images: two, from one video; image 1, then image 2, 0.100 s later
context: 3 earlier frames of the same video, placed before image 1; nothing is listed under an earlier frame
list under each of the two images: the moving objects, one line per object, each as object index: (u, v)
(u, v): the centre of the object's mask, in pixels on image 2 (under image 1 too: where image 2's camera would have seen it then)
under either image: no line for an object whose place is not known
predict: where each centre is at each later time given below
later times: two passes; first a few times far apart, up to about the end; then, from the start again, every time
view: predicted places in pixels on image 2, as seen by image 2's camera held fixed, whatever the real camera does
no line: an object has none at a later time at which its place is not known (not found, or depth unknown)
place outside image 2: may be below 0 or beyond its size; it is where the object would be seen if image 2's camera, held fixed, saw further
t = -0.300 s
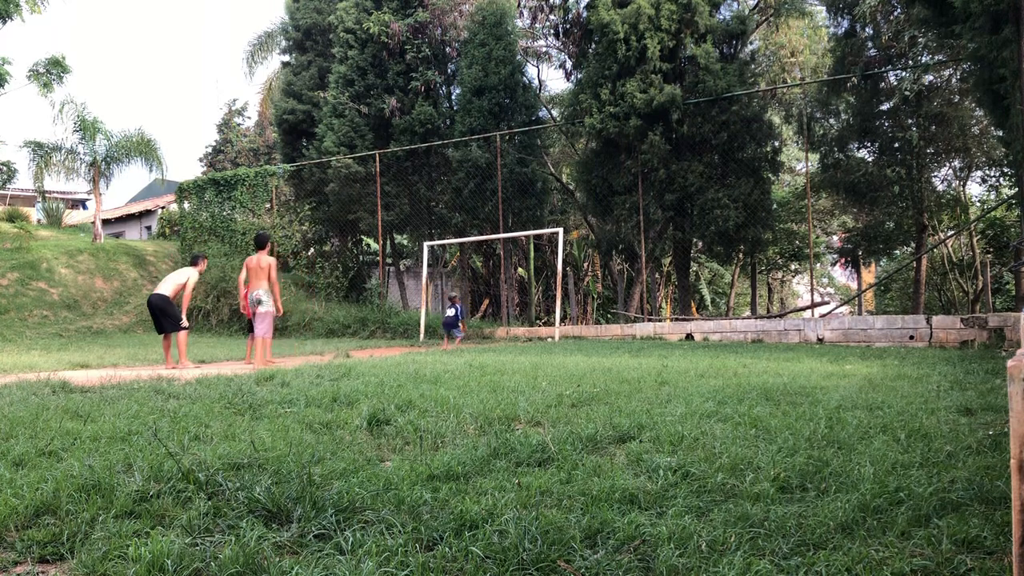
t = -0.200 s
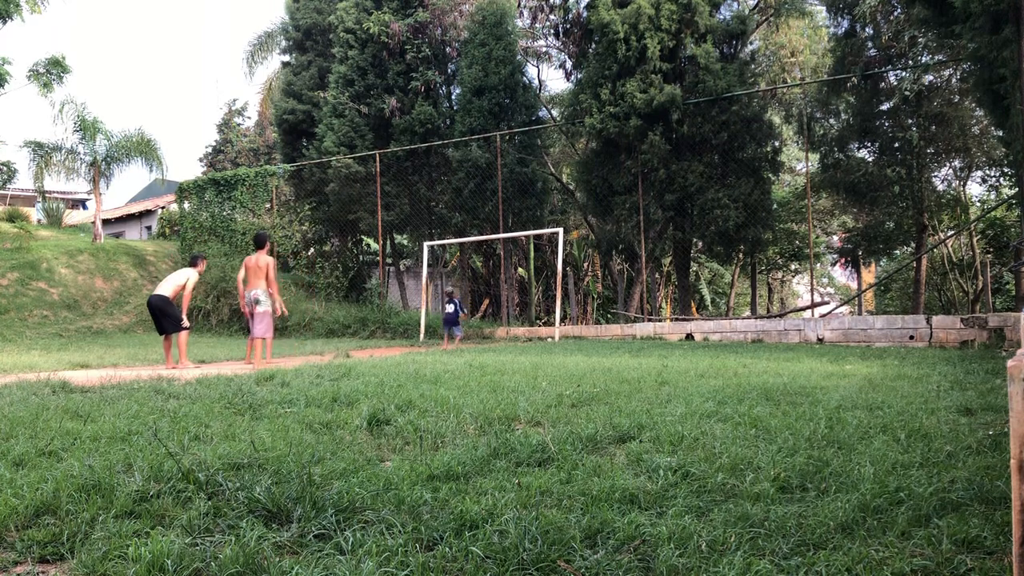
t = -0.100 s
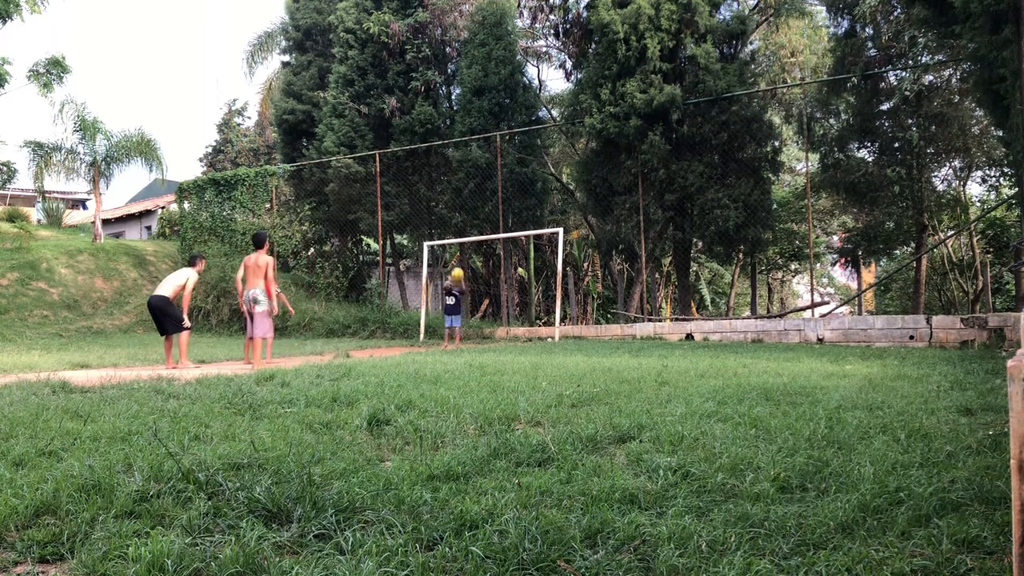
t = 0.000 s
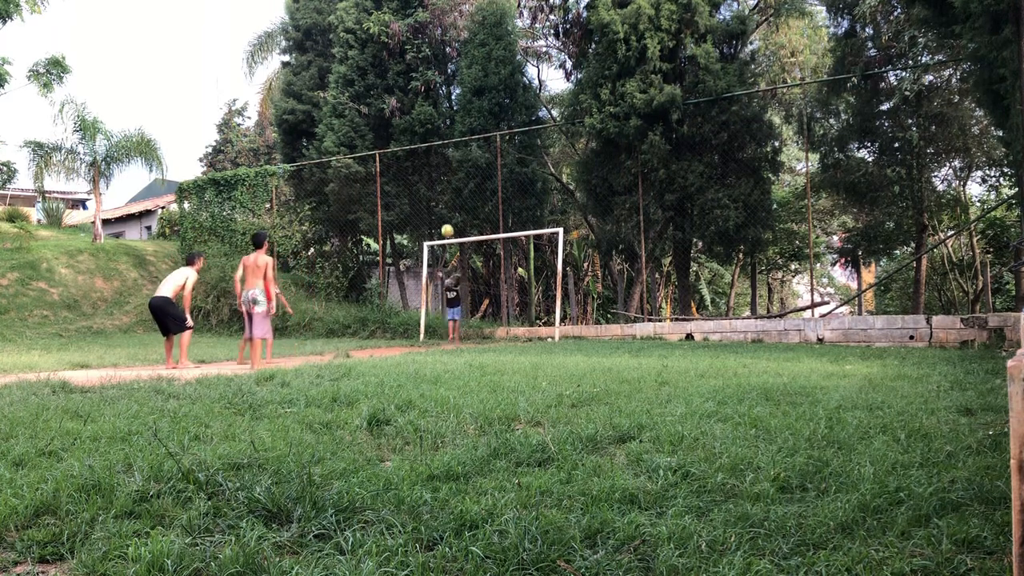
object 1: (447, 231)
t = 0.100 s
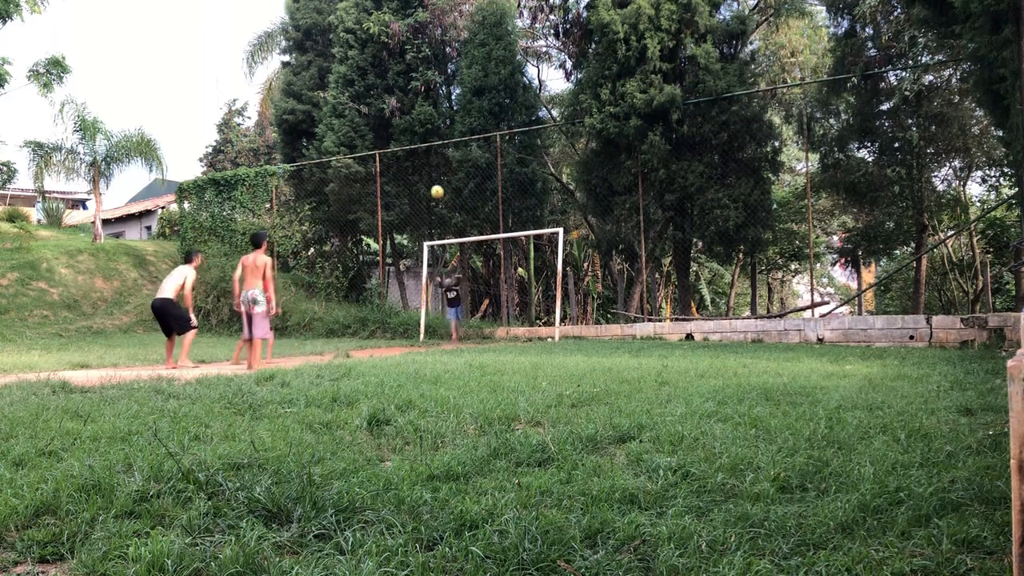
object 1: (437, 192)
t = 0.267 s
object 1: (420, 137)
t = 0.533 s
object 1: (394, 79)
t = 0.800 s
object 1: (367, 60)
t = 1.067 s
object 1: (340, 88)
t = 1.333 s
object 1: (314, 168)
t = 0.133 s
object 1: (433, 180)
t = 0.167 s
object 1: (430, 169)
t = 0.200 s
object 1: (427, 158)
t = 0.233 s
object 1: (424, 147)
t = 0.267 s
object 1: (420, 137)
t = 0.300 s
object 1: (417, 128)
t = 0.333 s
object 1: (414, 119)
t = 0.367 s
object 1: (410, 111)
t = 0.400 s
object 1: (407, 103)
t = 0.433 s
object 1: (403, 96)
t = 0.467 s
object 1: (400, 90)
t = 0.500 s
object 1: (397, 84)
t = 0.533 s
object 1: (394, 79)
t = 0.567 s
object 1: (390, 75)
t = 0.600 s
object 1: (387, 70)
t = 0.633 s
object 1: (384, 67)
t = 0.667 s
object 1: (380, 64)
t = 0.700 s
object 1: (377, 62)
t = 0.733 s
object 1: (374, 61)
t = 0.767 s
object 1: (370, 60)
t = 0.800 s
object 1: (367, 60)
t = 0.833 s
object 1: (363, 61)
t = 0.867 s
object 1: (360, 63)
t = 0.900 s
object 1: (357, 65)
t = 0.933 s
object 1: (353, 68)
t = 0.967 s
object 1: (350, 72)
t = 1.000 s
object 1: (347, 76)
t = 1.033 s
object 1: (343, 82)
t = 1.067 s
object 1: (340, 88)
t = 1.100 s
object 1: (337, 95)
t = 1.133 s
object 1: (333, 102)
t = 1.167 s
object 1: (330, 111)
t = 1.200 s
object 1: (327, 121)
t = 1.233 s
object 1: (323, 131)
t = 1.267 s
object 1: (320, 143)
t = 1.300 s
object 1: (317, 155)
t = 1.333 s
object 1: (314, 168)
